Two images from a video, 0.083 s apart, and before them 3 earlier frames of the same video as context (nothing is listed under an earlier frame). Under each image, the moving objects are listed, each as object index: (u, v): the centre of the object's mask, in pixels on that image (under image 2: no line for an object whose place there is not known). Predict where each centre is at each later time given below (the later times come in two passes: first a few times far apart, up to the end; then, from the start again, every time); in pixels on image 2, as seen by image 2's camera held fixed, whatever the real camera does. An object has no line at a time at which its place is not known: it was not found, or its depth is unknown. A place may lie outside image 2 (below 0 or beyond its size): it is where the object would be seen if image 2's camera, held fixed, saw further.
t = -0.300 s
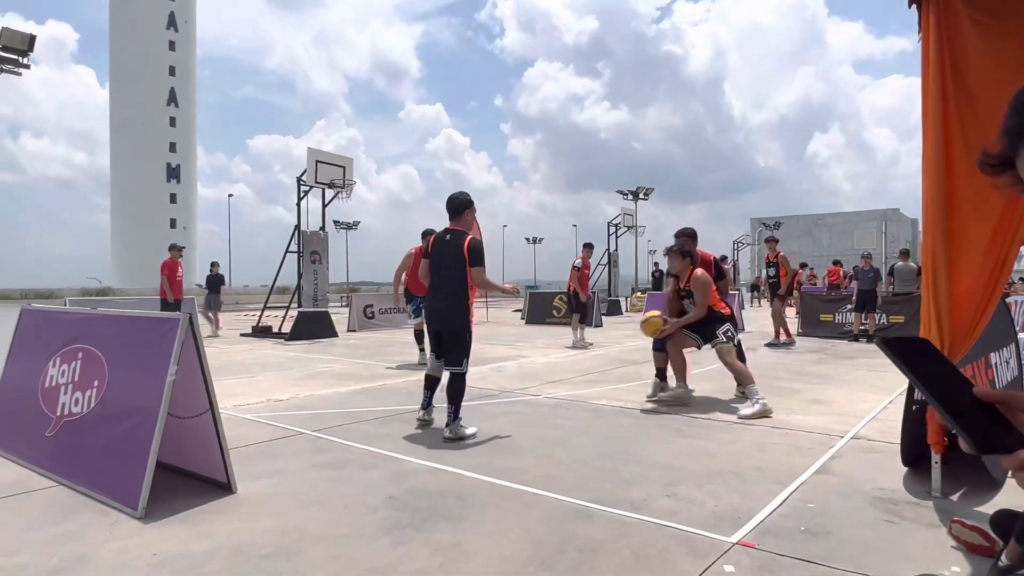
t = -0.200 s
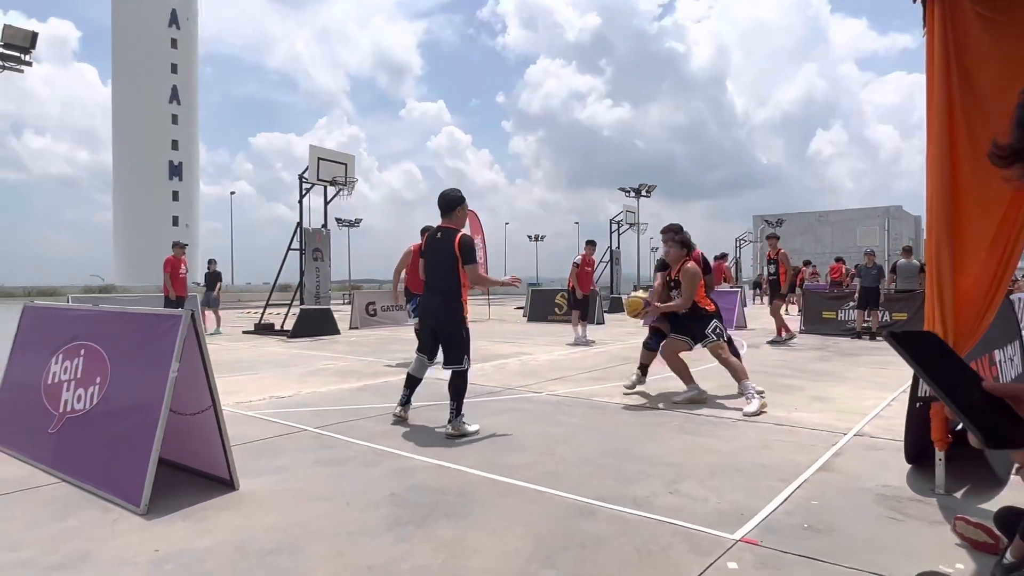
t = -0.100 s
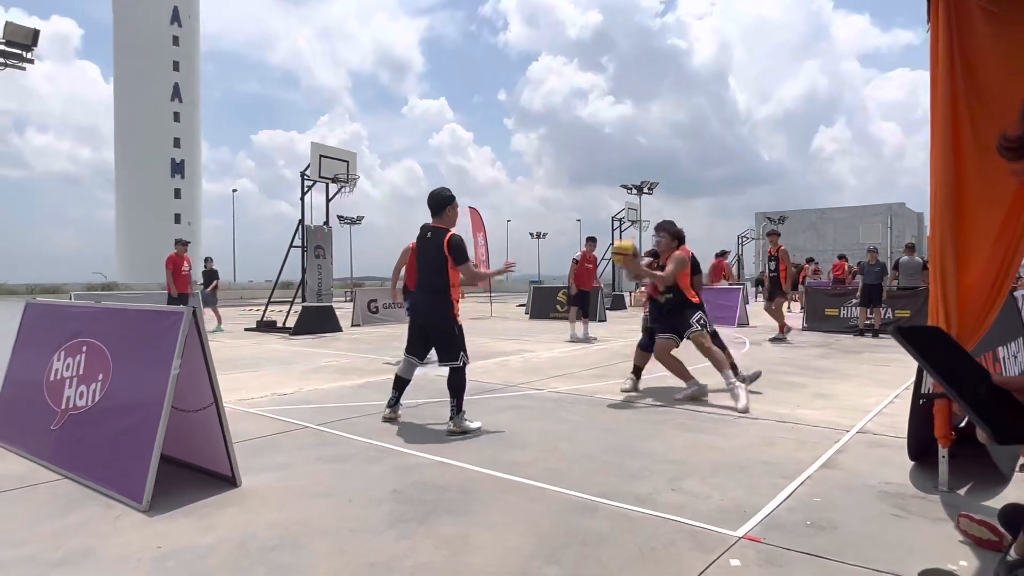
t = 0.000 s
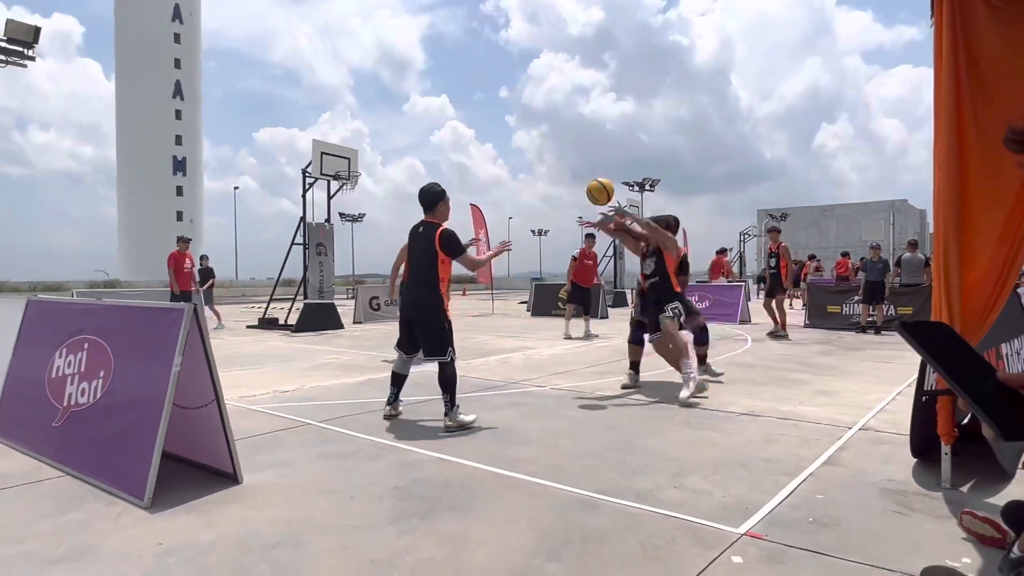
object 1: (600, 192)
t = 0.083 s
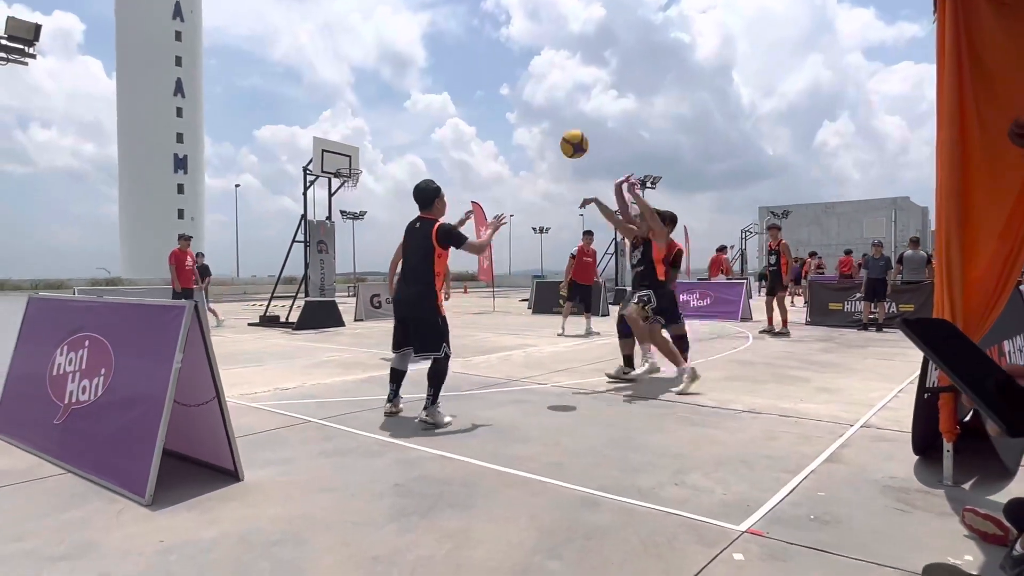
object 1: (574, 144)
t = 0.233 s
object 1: (525, 83)
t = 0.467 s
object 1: (446, 36)
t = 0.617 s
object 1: (394, 40)
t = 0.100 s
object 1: (569, 136)
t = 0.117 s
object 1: (563, 129)
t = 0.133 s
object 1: (558, 122)
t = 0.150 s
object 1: (552, 114)
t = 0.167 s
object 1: (547, 108)
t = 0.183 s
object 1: (541, 101)
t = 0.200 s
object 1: (536, 94)
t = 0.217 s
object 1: (530, 88)
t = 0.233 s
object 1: (525, 83)
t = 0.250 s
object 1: (519, 77)
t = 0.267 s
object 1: (514, 72)
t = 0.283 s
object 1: (508, 67)
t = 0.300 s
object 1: (503, 63)
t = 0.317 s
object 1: (497, 59)
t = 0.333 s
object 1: (491, 55)
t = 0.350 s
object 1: (486, 52)
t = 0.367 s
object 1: (480, 48)
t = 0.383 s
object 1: (474, 46)
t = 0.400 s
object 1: (469, 43)
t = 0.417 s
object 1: (463, 41)
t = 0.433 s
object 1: (457, 39)
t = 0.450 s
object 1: (452, 37)
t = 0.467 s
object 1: (446, 36)
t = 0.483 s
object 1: (440, 35)
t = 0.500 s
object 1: (434, 35)
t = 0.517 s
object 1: (429, 34)
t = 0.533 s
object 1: (423, 34)
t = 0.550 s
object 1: (417, 35)
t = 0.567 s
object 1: (411, 35)
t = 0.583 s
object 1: (406, 37)
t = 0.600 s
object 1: (400, 38)
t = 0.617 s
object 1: (394, 40)
